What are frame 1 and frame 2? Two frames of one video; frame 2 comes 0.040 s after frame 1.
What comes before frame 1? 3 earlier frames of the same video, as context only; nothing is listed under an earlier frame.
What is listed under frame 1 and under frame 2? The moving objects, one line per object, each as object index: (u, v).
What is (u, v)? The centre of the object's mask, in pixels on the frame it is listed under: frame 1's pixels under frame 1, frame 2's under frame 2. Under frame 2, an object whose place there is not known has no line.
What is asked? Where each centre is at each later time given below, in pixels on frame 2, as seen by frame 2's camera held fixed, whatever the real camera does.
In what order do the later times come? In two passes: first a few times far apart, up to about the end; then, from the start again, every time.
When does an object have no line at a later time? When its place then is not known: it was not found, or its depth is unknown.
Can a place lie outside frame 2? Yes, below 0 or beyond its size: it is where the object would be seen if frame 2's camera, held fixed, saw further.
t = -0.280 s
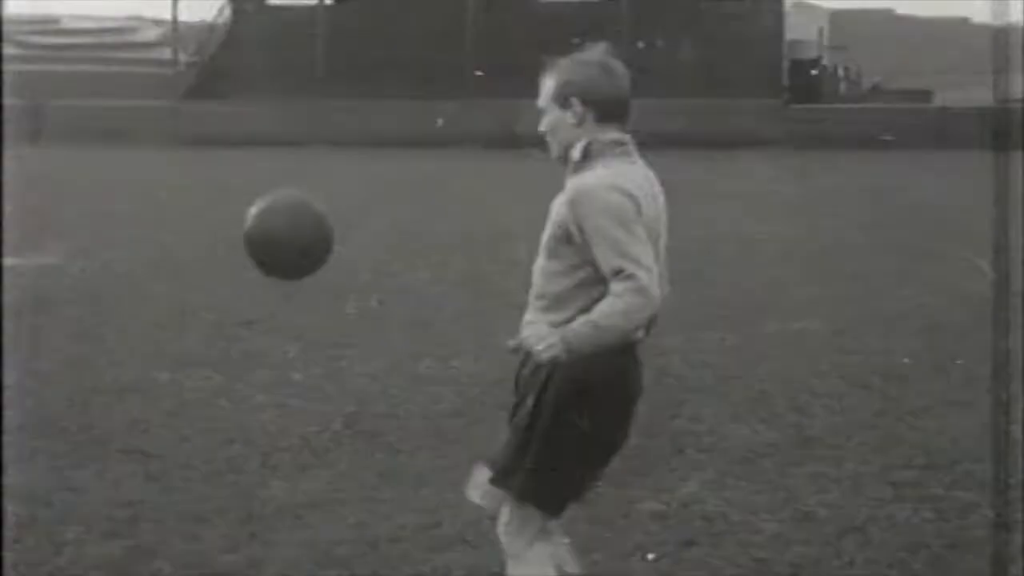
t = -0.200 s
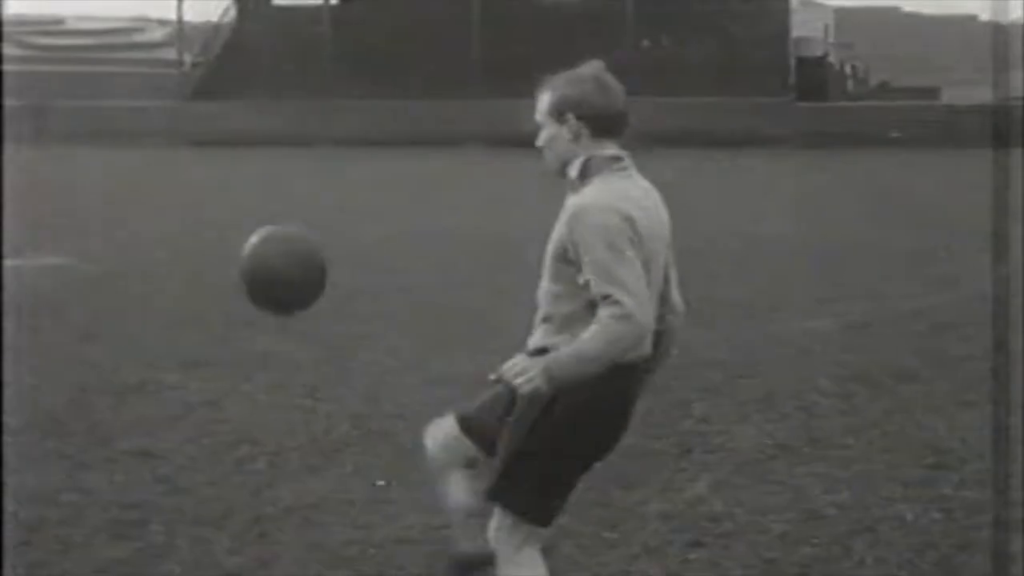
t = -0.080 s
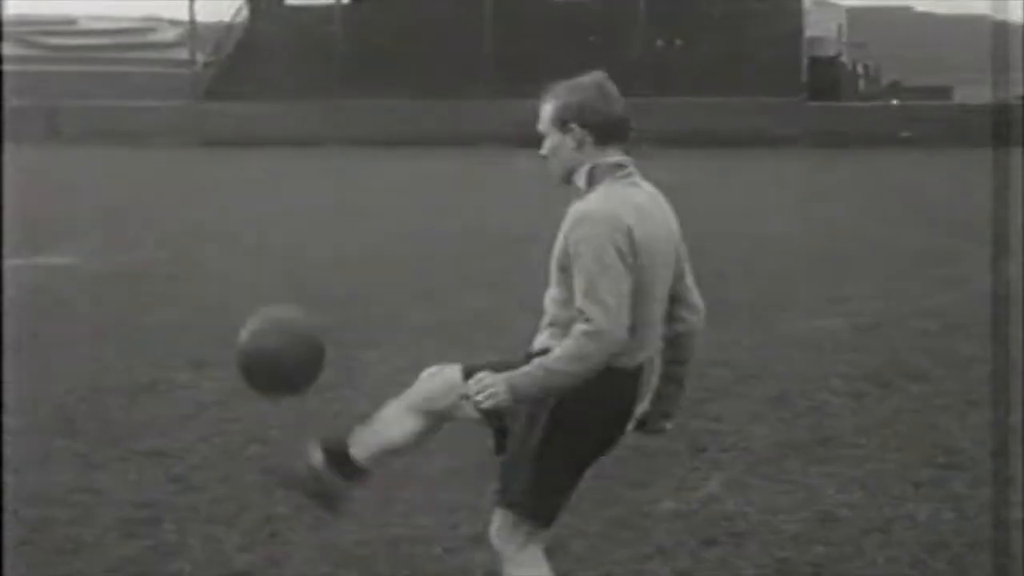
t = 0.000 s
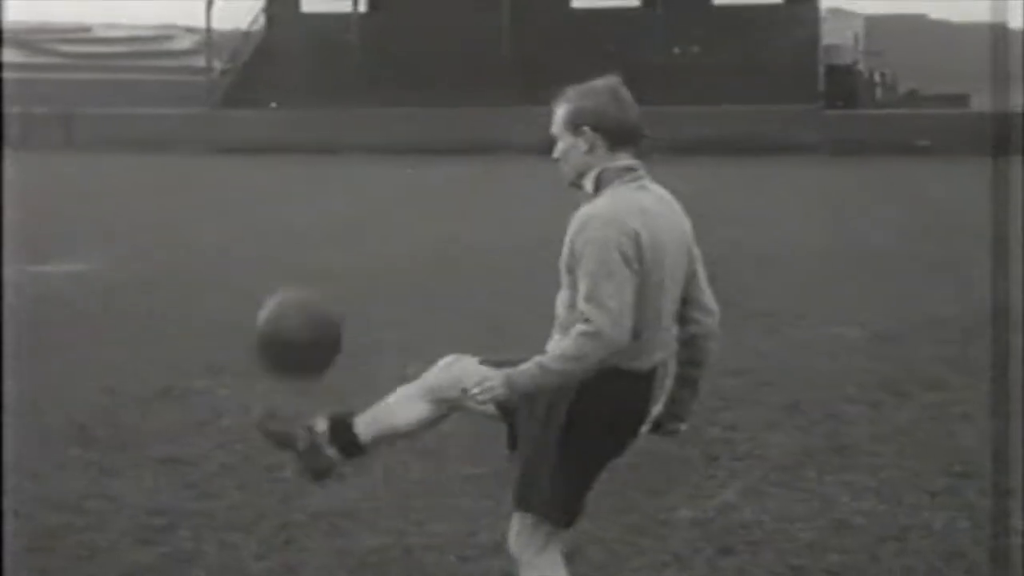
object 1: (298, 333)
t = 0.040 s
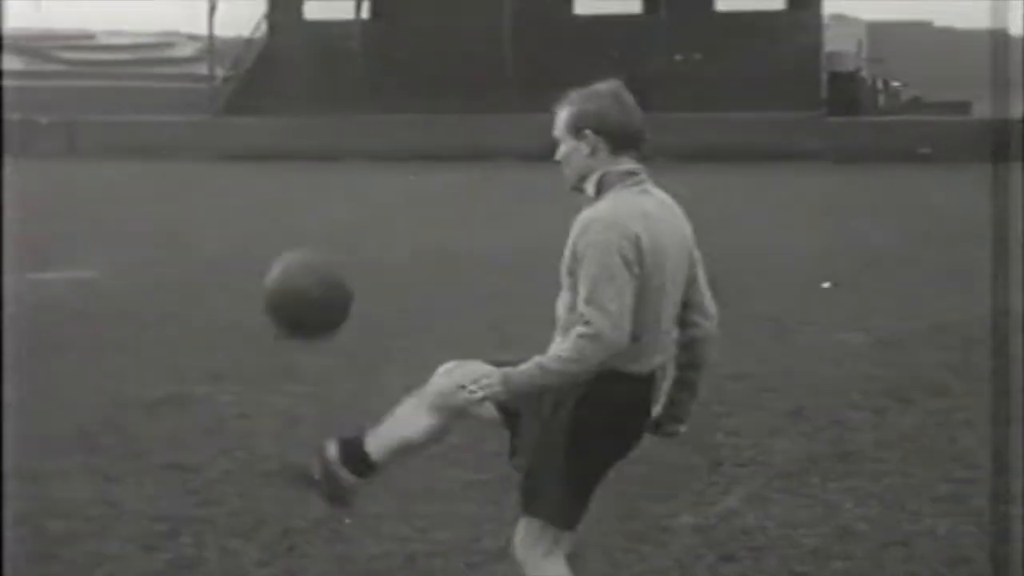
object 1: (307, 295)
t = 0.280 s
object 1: (352, 111)
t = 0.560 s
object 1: (404, 96)
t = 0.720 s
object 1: (434, 183)
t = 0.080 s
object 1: (314, 254)
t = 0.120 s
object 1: (321, 217)
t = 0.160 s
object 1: (329, 183)
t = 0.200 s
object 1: (336, 154)
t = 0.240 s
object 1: (343, 130)
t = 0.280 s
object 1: (352, 111)
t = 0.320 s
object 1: (359, 95)
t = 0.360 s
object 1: (367, 84)
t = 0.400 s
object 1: (374, 78)
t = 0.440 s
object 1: (382, 76)
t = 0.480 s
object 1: (390, 78)
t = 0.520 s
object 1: (397, 85)
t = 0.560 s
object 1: (404, 96)
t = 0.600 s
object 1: (412, 112)
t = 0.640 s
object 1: (419, 132)
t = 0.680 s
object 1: (426, 155)
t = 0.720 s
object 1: (434, 183)
